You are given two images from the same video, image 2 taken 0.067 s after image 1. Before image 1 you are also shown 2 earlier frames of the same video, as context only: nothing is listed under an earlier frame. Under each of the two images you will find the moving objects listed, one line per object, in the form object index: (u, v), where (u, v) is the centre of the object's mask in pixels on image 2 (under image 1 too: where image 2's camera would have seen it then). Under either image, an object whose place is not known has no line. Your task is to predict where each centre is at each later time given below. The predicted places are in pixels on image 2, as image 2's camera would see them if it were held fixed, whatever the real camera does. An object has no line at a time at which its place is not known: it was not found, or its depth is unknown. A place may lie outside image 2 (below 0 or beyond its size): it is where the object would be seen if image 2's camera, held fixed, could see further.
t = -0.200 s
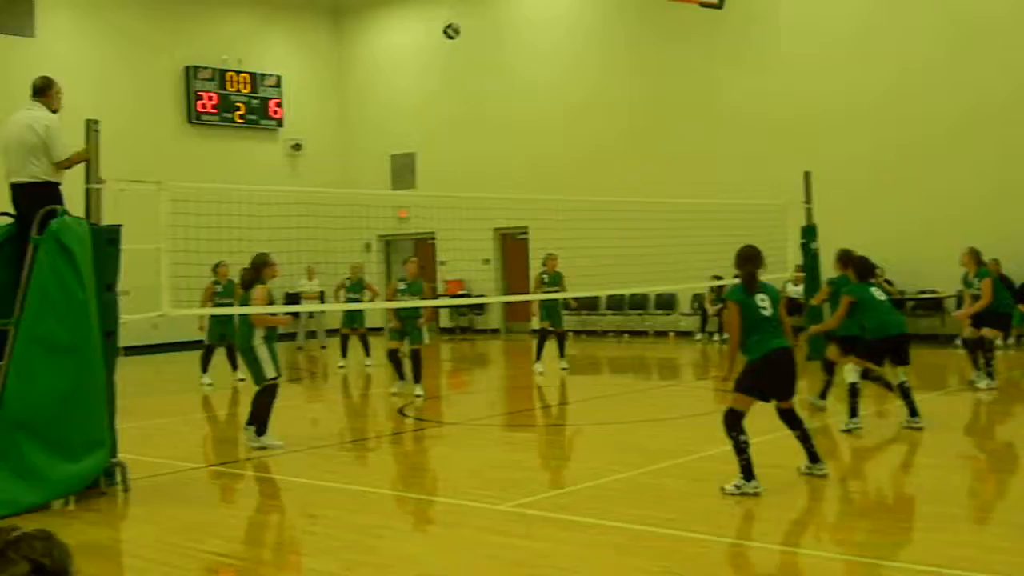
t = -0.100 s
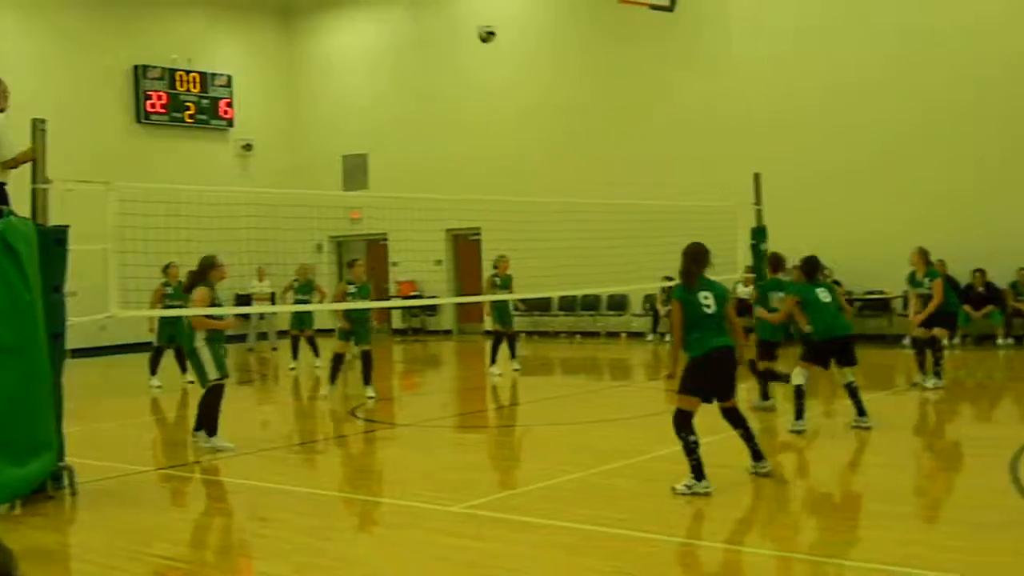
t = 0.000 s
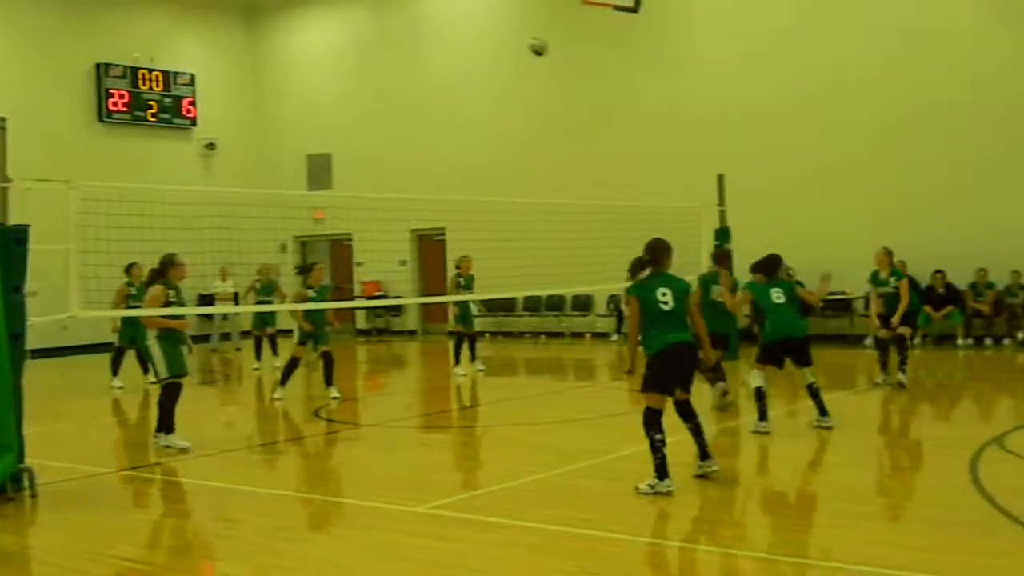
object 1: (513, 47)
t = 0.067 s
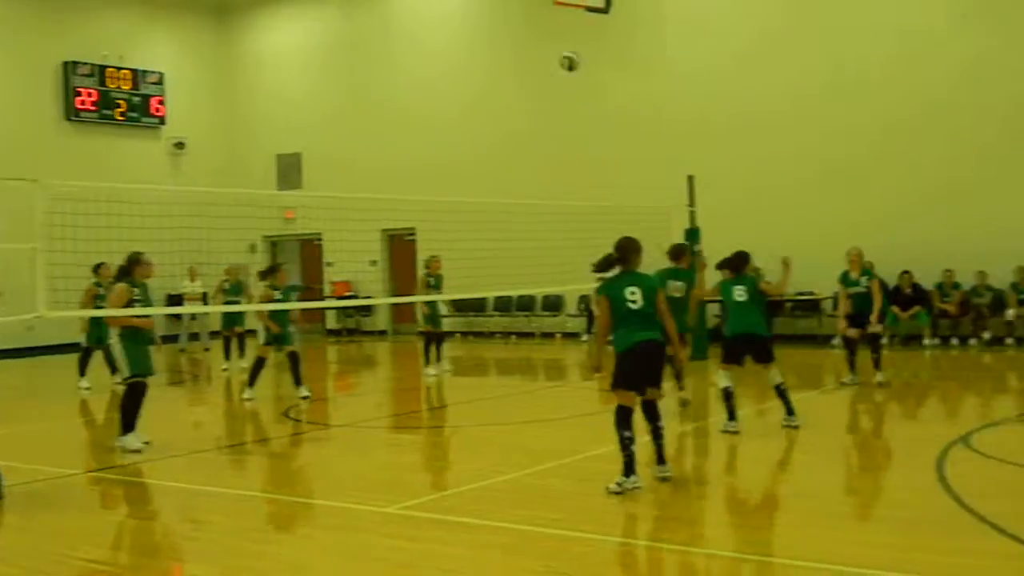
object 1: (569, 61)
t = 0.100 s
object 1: (597, 73)
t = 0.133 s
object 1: (627, 83)
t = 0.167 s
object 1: (656, 94)
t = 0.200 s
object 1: (685, 107)
